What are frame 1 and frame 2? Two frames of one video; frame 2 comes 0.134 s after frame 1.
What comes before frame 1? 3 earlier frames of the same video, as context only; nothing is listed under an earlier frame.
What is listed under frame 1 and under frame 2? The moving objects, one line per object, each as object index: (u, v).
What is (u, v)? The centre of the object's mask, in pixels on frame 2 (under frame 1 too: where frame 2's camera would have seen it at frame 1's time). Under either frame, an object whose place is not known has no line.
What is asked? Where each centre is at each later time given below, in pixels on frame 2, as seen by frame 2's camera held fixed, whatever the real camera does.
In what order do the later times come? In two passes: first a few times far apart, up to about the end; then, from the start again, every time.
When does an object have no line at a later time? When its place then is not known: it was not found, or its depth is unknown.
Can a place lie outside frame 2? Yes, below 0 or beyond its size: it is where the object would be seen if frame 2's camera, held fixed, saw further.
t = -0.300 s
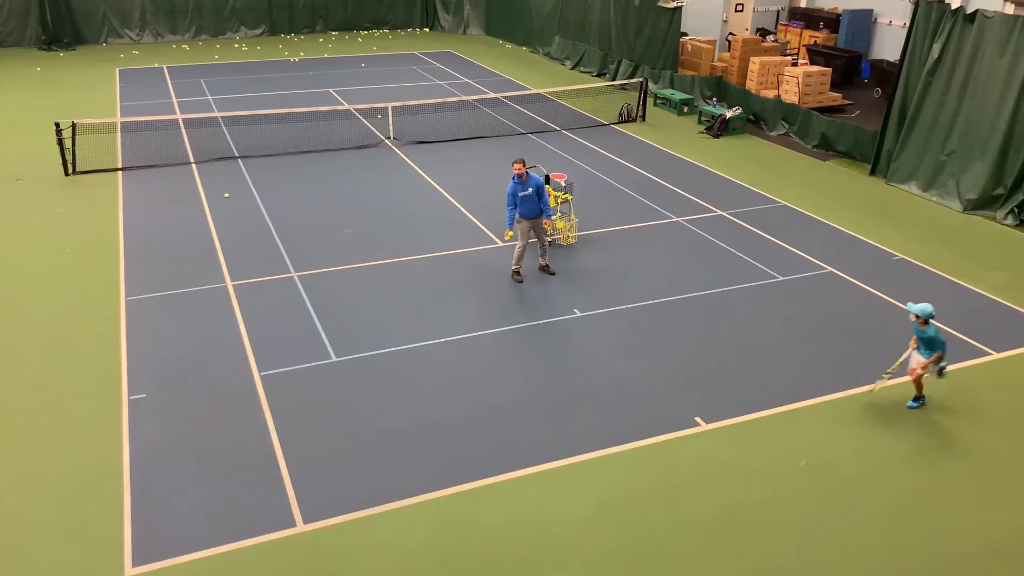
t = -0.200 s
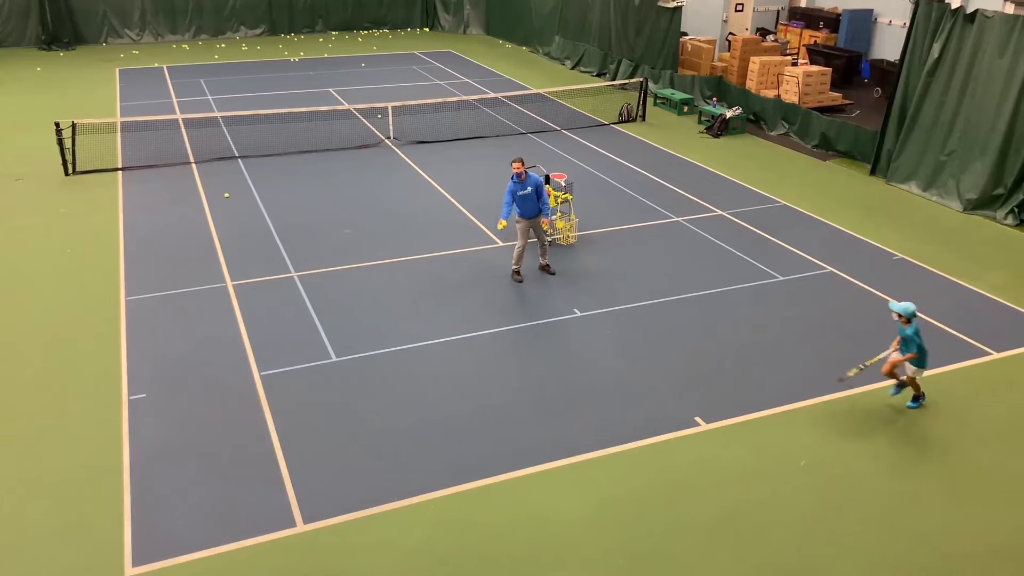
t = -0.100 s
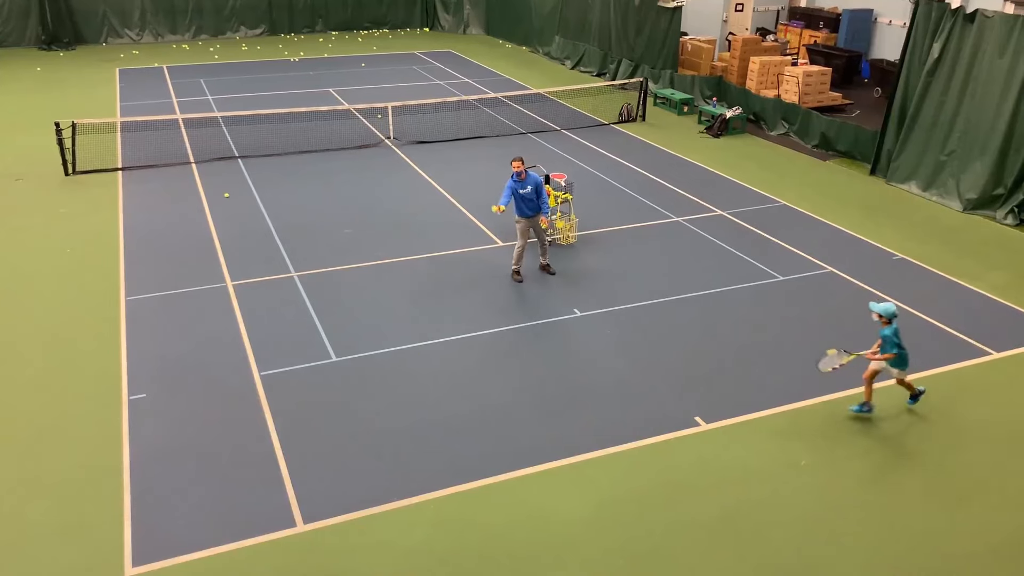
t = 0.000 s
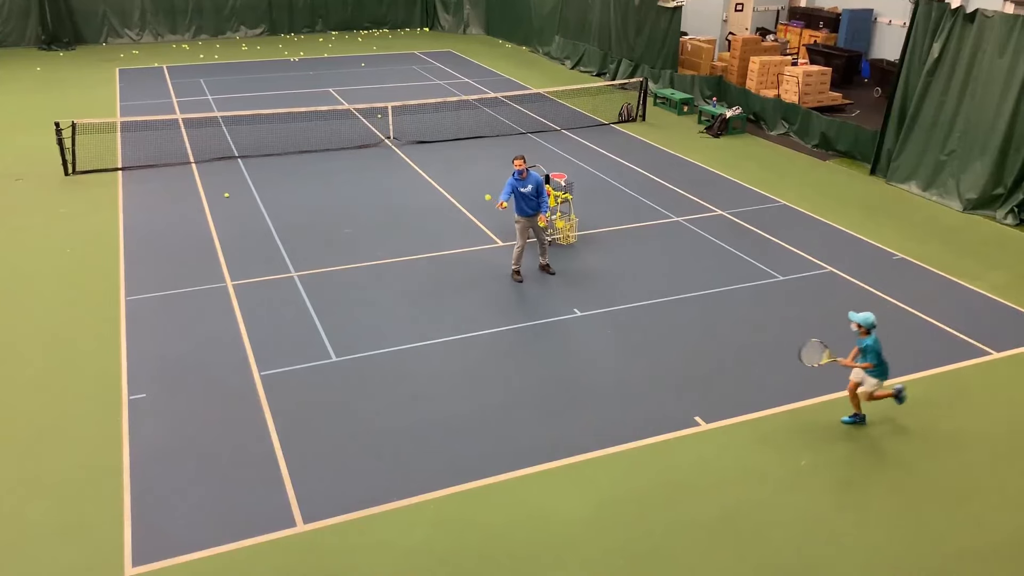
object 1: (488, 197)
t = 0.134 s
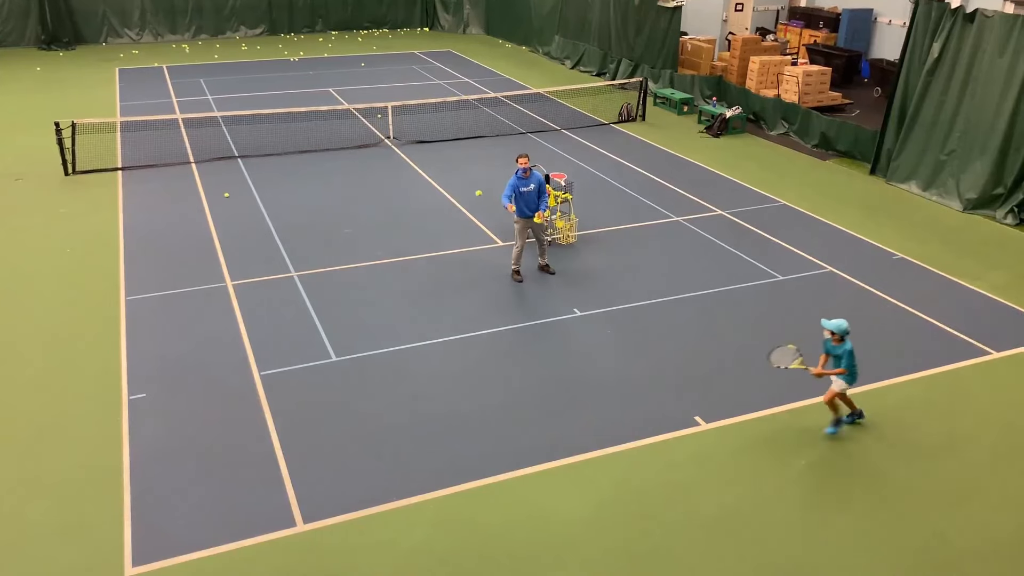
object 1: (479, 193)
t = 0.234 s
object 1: (471, 200)
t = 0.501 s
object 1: (450, 262)
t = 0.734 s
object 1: (432, 372)
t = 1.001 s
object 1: (413, 390)
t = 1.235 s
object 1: (399, 378)
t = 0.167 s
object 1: (476, 194)
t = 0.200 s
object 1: (474, 197)
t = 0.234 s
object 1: (471, 200)
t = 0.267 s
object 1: (469, 204)
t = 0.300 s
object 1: (466, 209)
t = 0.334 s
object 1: (464, 215)
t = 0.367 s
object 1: (461, 222)
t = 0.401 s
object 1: (458, 230)
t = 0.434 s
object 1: (456, 240)
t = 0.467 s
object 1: (453, 250)
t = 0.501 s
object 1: (450, 262)
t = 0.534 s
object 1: (448, 274)
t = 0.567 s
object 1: (445, 288)
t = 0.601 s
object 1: (442, 302)
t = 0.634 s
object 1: (439, 317)
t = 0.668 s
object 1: (437, 334)
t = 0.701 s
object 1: (434, 353)
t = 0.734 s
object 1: (432, 372)
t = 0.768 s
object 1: (429, 392)
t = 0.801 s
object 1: (426, 413)
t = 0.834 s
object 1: (423, 428)
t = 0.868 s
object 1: (421, 419)
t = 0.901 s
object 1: (419, 410)
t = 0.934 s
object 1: (417, 403)
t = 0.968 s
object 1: (415, 396)
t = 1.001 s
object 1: (413, 390)
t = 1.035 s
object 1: (411, 386)
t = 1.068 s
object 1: (409, 382)
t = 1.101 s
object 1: (407, 379)
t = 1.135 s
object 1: (405, 377)
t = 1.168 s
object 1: (403, 376)
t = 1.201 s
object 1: (401, 377)
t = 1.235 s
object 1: (399, 378)
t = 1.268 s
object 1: (397, 380)
